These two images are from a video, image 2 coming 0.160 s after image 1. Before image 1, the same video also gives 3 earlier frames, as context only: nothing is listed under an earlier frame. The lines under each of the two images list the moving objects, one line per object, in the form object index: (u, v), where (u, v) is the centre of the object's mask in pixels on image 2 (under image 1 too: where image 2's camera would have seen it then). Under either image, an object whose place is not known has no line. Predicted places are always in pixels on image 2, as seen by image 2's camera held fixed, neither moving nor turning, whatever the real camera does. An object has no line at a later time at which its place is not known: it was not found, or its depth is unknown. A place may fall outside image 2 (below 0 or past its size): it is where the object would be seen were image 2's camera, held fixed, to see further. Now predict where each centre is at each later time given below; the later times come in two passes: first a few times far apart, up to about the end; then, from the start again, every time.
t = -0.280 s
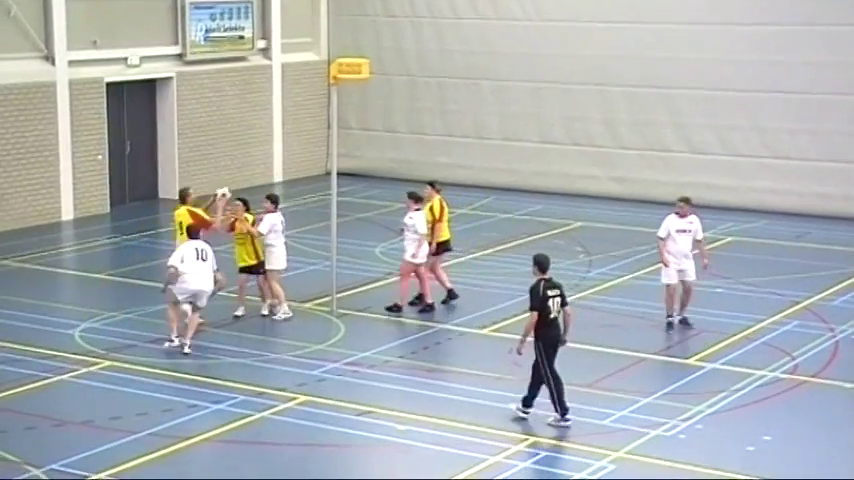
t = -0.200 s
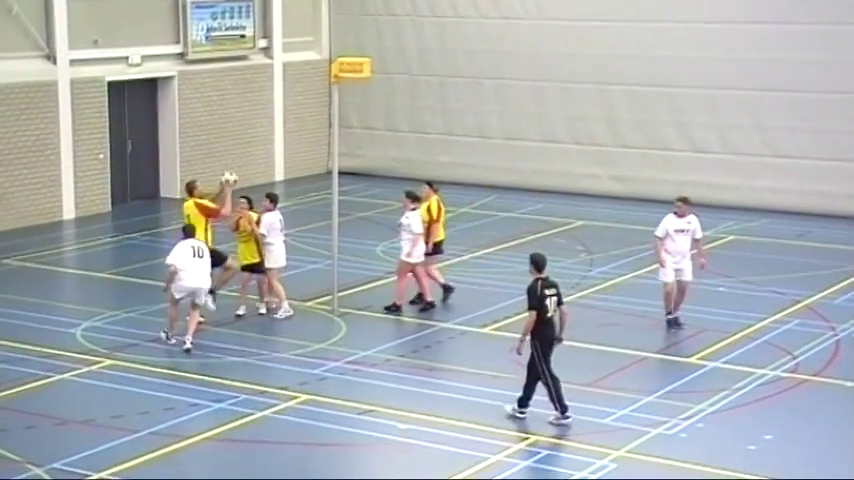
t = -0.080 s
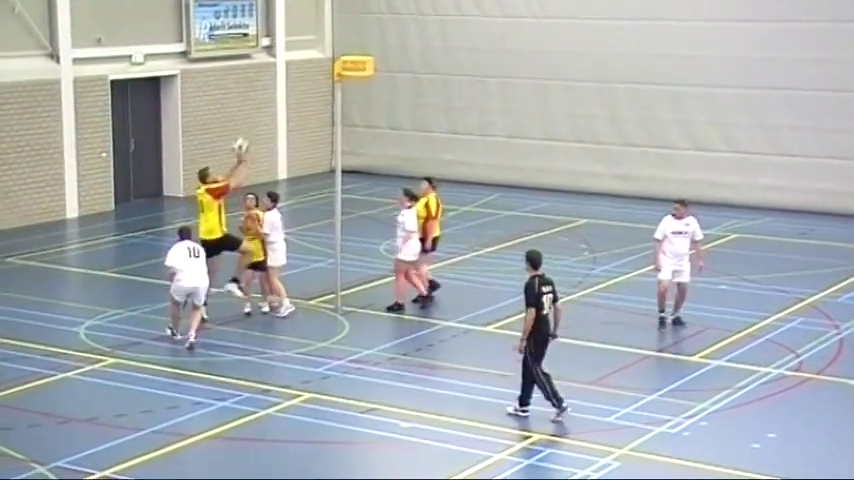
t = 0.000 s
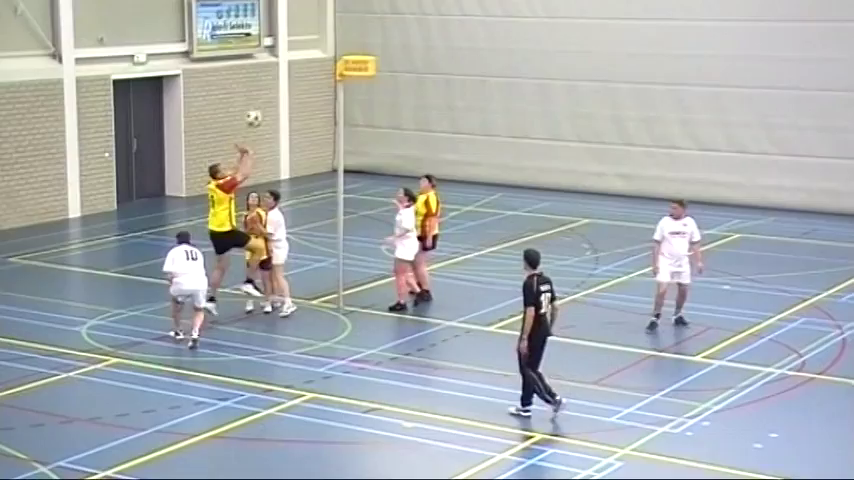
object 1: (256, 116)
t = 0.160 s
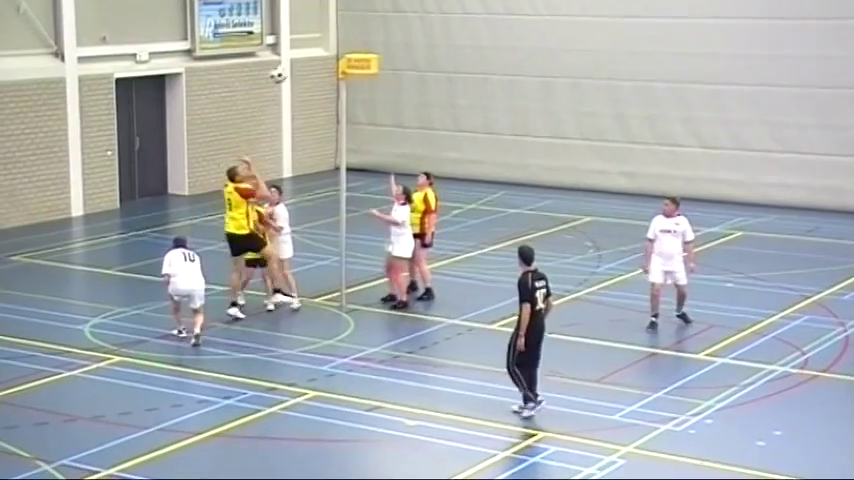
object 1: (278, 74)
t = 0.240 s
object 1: (289, 62)
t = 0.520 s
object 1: (327, 50)
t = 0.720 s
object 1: (337, 77)
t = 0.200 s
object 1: (282, 66)
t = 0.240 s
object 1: (289, 62)
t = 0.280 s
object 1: (295, 56)
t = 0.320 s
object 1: (300, 52)
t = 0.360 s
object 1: (305, 49)
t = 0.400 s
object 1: (311, 48)
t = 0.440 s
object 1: (316, 47)
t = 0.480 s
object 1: (321, 48)
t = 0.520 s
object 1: (327, 50)
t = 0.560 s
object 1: (333, 53)
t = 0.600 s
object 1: (339, 56)
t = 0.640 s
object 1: (341, 63)
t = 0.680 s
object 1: (338, 69)
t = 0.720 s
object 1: (337, 77)
